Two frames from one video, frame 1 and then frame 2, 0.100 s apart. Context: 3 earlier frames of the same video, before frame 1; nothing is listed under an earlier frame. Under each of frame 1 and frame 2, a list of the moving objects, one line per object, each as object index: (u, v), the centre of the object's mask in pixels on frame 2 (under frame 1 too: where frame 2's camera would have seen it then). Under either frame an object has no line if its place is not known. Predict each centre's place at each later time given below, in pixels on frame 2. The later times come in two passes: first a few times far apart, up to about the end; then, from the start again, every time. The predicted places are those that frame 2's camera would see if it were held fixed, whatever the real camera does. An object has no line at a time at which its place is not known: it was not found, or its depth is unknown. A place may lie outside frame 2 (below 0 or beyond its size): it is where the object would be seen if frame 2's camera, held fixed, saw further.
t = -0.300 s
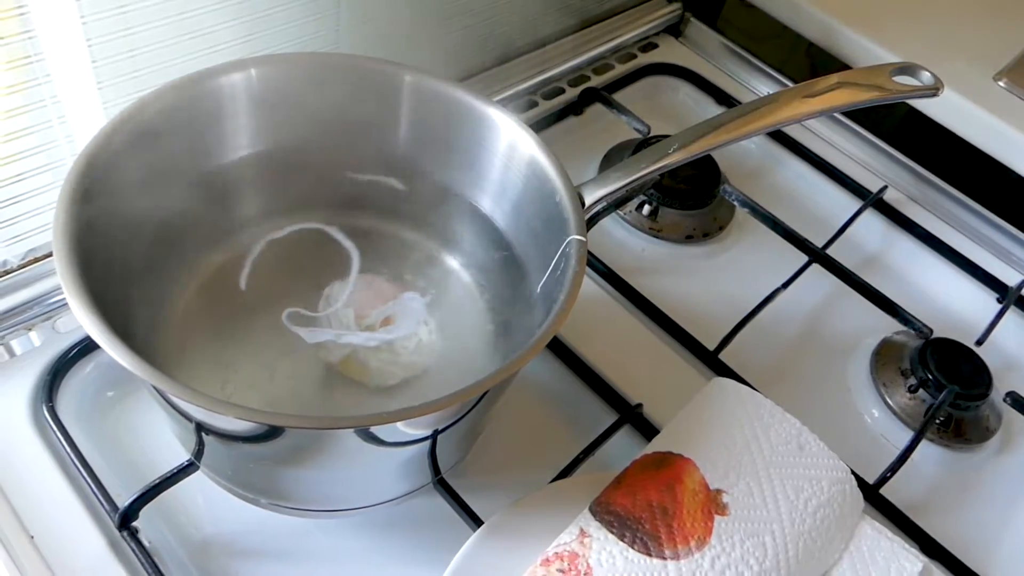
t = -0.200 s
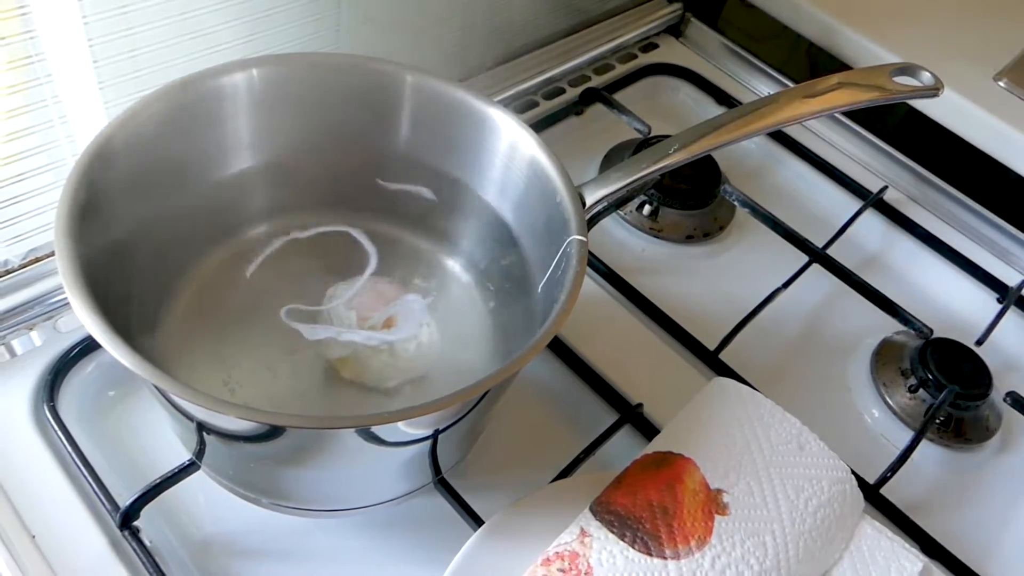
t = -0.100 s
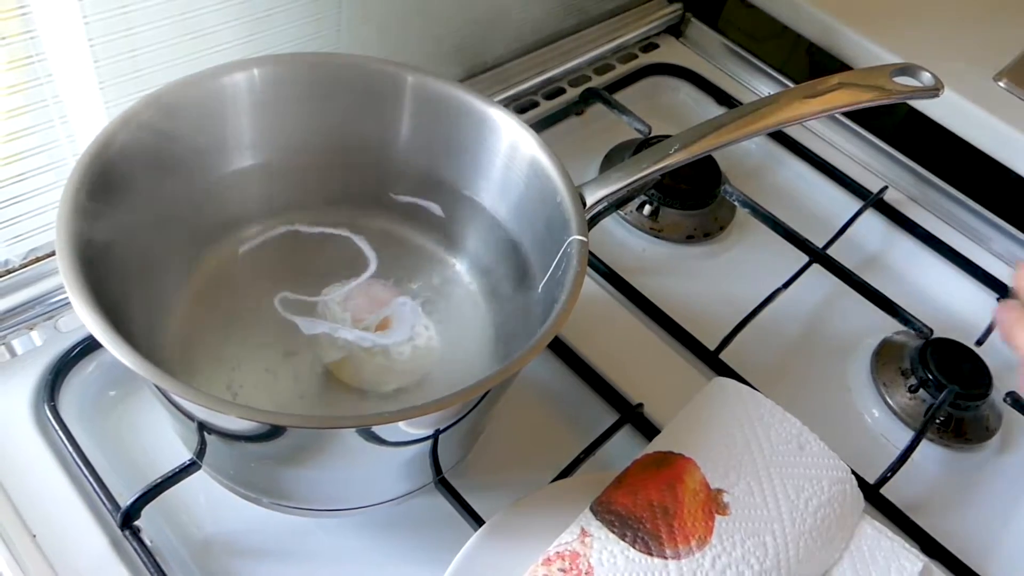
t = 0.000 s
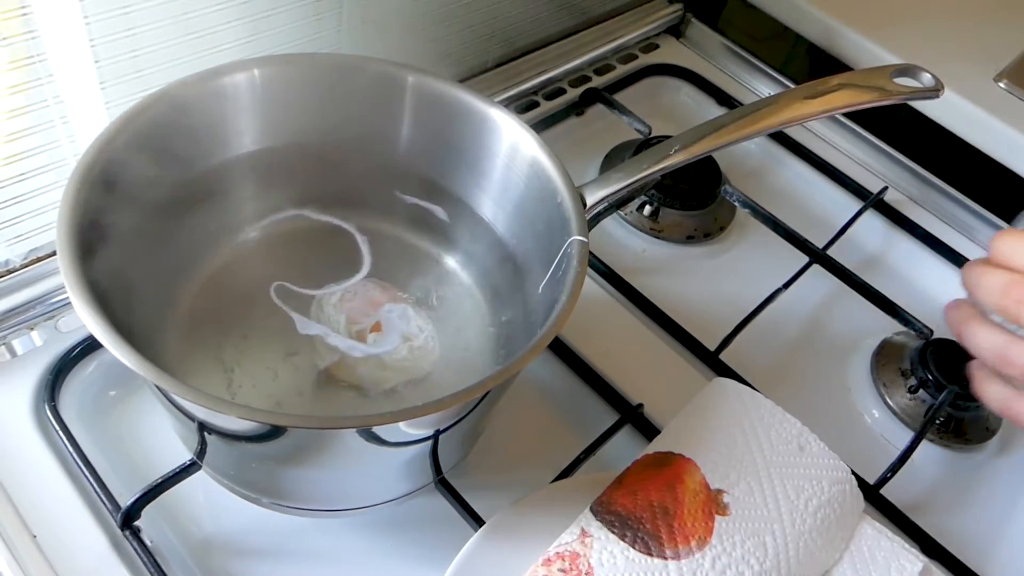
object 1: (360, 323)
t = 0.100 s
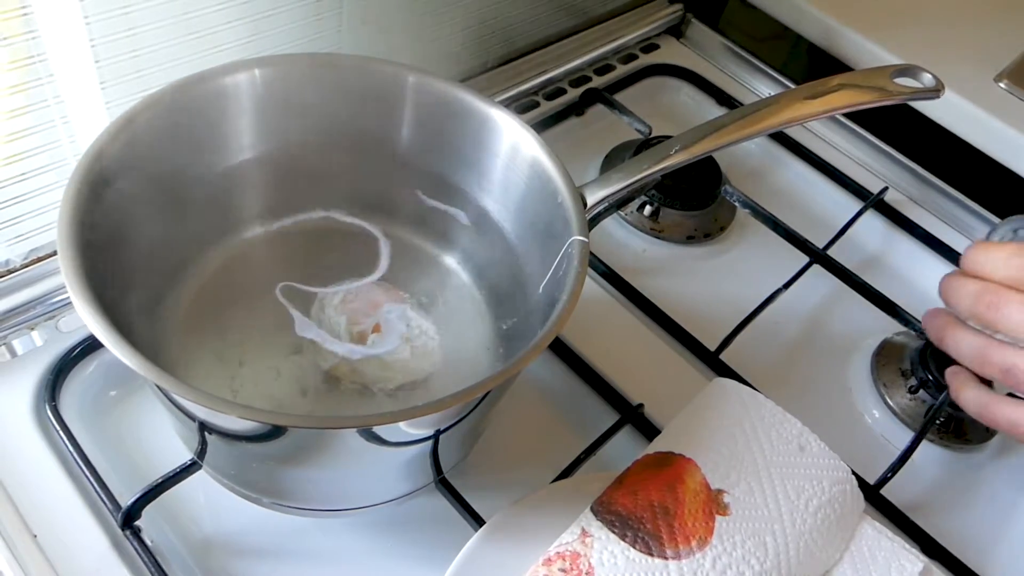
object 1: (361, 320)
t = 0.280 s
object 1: (369, 324)
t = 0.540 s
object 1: (363, 326)
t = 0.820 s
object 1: (370, 333)
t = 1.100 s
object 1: (367, 339)
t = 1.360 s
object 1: (360, 345)
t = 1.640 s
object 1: (357, 353)
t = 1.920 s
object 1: (337, 349)
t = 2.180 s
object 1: (331, 349)
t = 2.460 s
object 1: (318, 336)
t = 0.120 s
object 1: (364, 323)
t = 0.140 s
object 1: (366, 323)
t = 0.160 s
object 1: (367, 324)
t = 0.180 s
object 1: (368, 324)
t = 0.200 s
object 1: (369, 324)
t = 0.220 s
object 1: (369, 324)
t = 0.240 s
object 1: (370, 325)
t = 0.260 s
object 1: (370, 325)
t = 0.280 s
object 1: (369, 324)
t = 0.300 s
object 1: (369, 324)
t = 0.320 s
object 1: (368, 324)
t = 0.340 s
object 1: (368, 324)
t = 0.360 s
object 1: (367, 324)
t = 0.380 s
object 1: (366, 324)
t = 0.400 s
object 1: (366, 325)
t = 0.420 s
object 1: (365, 325)
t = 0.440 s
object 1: (364, 325)
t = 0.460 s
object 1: (363, 325)
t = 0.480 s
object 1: (363, 325)
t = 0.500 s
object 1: (363, 325)
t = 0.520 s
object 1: (363, 326)
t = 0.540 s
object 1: (363, 326)
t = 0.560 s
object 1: (364, 327)
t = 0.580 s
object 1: (365, 328)
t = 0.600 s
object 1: (366, 328)
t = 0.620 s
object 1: (367, 329)
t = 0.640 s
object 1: (368, 329)
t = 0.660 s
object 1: (370, 330)
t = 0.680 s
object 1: (371, 330)
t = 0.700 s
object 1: (372, 331)
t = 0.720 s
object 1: (372, 332)
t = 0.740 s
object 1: (372, 332)
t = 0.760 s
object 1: (372, 333)
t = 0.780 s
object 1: (372, 332)
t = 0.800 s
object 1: (371, 333)
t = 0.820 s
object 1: (370, 333)
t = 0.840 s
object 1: (369, 334)
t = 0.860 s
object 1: (368, 334)
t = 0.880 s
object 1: (366, 333)
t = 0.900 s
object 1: (366, 334)
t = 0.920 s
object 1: (365, 334)
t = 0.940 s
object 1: (365, 334)
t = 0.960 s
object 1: (365, 334)
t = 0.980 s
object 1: (364, 334)
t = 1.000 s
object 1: (364, 335)
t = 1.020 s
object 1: (364, 335)
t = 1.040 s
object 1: (365, 336)
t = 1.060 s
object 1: (366, 336)
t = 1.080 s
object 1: (366, 337)
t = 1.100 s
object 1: (367, 339)
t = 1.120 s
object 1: (368, 340)
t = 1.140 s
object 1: (368, 341)
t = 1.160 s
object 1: (369, 342)
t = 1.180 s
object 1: (369, 343)
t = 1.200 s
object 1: (370, 344)
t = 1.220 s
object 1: (370, 344)
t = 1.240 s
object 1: (369, 343)
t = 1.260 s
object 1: (367, 344)
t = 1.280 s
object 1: (366, 344)
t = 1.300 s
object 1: (365, 344)
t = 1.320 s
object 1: (364, 345)
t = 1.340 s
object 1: (362, 344)
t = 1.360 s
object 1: (360, 345)
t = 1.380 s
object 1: (358, 345)
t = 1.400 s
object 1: (358, 345)
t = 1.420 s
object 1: (356, 345)
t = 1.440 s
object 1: (355, 346)
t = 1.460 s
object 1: (355, 346)
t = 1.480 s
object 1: (355, 347)
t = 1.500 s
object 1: (355, 348)
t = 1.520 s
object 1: (355, 349)
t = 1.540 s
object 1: (356, 350)
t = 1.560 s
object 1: (356, 351)
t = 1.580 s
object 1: (357, 351)
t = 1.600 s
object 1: (358, 352)
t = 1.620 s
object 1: (358, 353)
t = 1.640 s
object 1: (357, 353)
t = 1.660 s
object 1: (355, 353)
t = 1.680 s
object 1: (355, 354)
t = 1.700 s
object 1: (353, 354)
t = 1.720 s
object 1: (352, 354)
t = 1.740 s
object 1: (351, 354)
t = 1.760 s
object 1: (349, 354)
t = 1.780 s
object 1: (347, 354)
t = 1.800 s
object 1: (345, 353)
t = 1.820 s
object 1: (341, 351)
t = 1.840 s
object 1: (340, 351)
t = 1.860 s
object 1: (339, 350)
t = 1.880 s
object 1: (339, 350)
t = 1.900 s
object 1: (338, 349)
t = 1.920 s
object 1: (337, 349)
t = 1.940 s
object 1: (336, 349)
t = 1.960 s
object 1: (336, 348)
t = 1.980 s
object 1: (335, 348)
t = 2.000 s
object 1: (334, 348)
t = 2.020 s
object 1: (334, 348)
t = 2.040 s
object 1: (334, 349)
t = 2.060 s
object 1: (333, 349)
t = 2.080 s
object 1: (333, 349)
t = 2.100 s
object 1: (333, 350)
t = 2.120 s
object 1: (333, 350)
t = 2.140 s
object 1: (332, 350)
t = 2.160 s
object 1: (332, 350)
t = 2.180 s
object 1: (331, 349)
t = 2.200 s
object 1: (331, 349)
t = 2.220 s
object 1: (330, 348)
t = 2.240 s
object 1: (329, 348)
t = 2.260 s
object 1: (328, 347)
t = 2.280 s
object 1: (327, 346)
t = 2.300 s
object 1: (326, 344)
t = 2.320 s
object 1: (325, 343)
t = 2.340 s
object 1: (323, 342)
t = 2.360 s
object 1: (322, 341)
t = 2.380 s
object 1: (321, 339)
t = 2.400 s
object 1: (319, 338)
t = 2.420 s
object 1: (318, 337)
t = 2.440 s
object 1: (318, 336)
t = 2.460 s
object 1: (318, 336)
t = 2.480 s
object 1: (317, 335)
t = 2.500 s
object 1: (317, 335)
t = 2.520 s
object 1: (317, 335)
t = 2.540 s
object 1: (318, 335)
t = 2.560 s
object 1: (318, 335)
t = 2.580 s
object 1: (318, 336)
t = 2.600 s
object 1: (319, 336)
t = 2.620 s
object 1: (318, 336)
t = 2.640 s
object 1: (318, 336)
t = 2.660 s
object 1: (317, 336)
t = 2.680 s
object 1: (316, 335)
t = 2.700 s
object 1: (316, 333)
